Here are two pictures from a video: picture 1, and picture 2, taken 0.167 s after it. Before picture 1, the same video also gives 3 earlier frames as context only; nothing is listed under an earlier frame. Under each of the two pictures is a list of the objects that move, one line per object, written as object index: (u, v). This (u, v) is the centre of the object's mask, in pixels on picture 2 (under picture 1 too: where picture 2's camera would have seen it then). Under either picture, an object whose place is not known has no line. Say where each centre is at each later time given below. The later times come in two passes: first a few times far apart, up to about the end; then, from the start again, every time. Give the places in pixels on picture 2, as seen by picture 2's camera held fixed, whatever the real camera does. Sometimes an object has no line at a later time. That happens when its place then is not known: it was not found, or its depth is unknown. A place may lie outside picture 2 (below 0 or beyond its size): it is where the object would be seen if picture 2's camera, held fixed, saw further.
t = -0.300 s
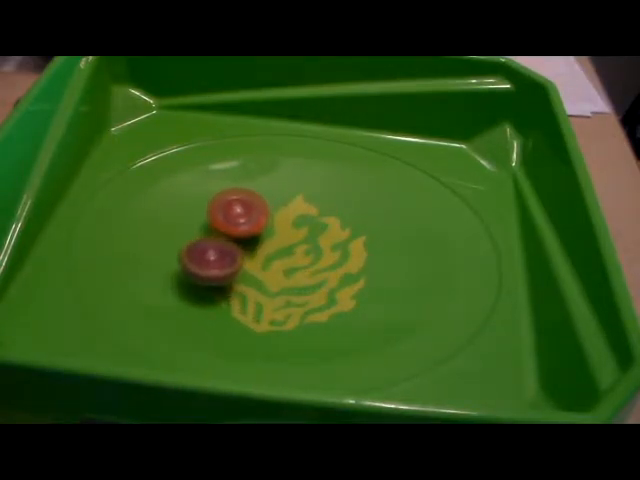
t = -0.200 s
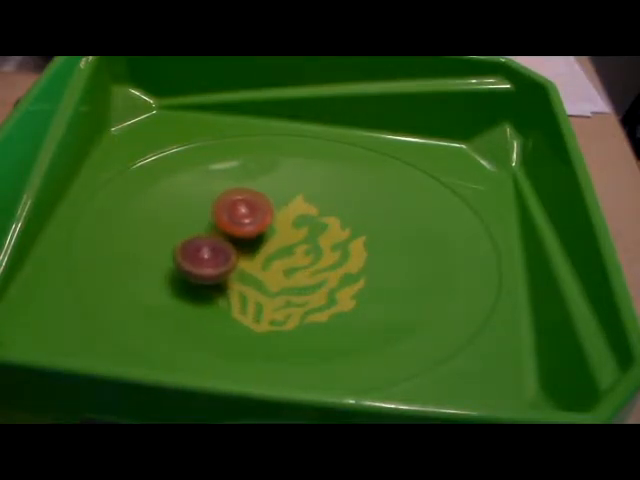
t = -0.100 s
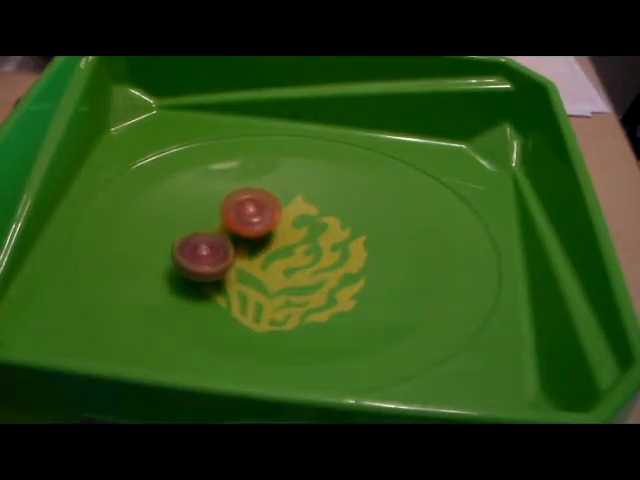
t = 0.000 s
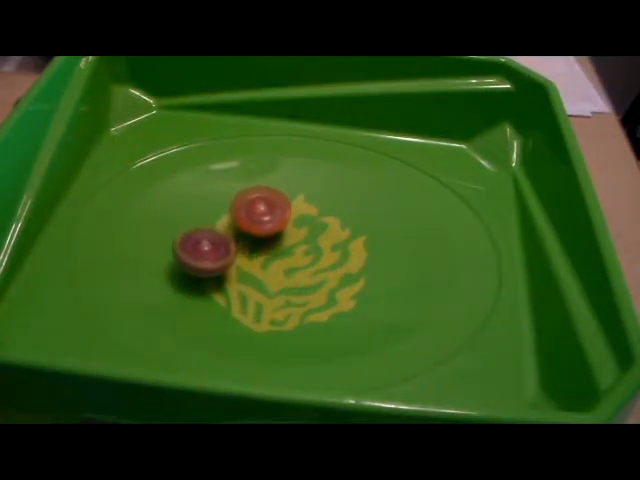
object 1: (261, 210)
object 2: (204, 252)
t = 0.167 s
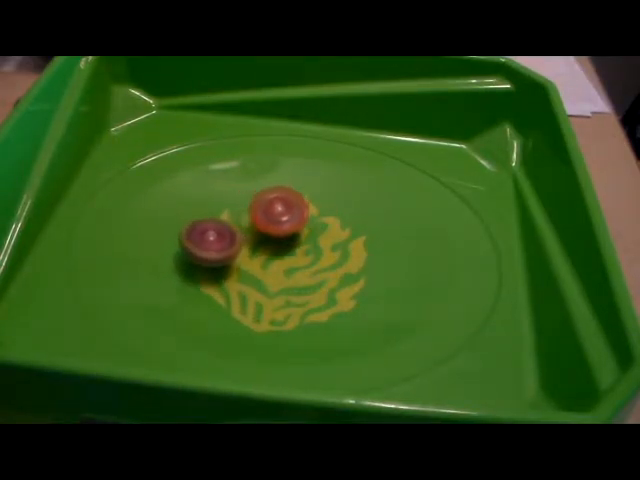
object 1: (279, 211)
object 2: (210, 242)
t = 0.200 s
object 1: (282, 212)
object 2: (212, 239)
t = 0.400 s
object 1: (300, 216)
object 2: (225, 225)
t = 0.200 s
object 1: (282, 212)
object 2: (212, 239)
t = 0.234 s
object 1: (286, 212)
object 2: (214, 237)
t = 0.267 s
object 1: (289, 213)
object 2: (215, 234)
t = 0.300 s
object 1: (291, 214)
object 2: (217, 232)
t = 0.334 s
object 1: (294, 214)
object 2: (220, 229)
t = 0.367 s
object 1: (297, 215)
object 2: (222, 227)
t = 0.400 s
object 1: (300, 216)
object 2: (225, 225)
